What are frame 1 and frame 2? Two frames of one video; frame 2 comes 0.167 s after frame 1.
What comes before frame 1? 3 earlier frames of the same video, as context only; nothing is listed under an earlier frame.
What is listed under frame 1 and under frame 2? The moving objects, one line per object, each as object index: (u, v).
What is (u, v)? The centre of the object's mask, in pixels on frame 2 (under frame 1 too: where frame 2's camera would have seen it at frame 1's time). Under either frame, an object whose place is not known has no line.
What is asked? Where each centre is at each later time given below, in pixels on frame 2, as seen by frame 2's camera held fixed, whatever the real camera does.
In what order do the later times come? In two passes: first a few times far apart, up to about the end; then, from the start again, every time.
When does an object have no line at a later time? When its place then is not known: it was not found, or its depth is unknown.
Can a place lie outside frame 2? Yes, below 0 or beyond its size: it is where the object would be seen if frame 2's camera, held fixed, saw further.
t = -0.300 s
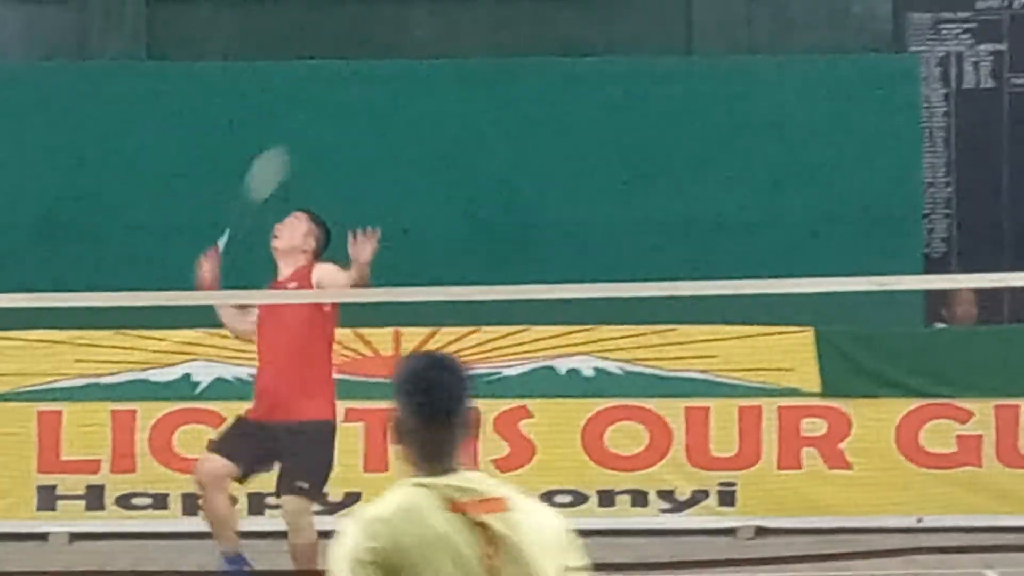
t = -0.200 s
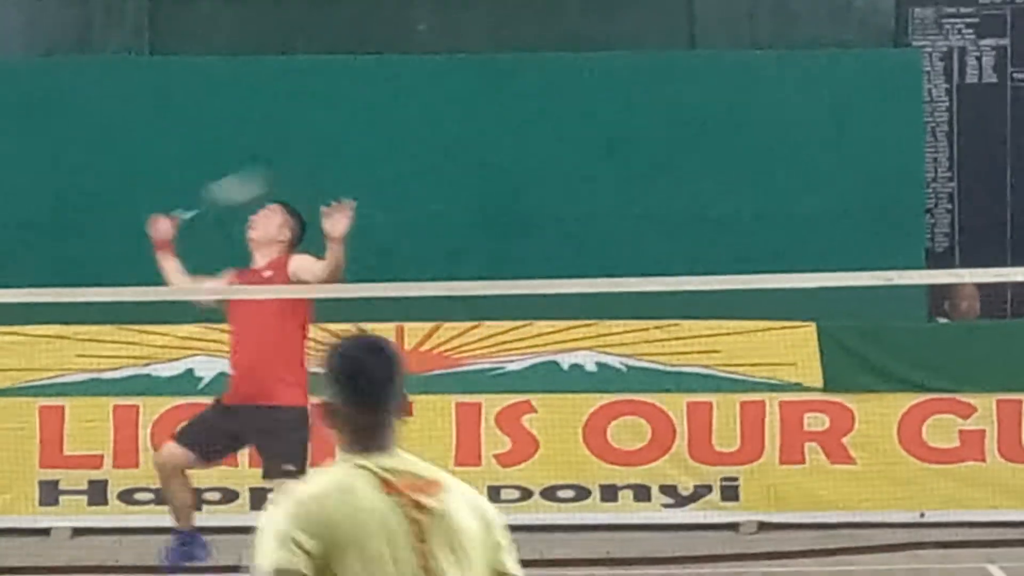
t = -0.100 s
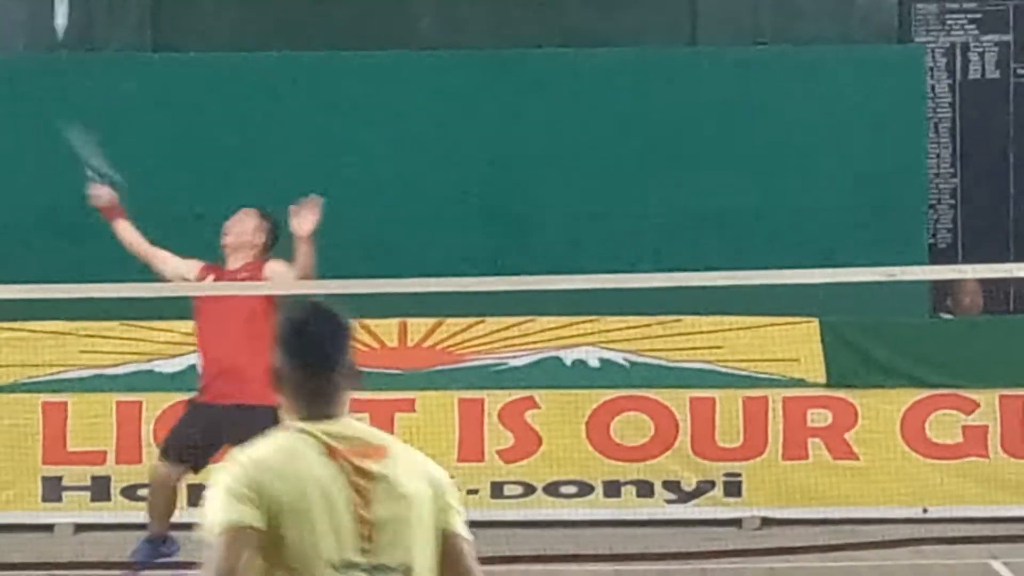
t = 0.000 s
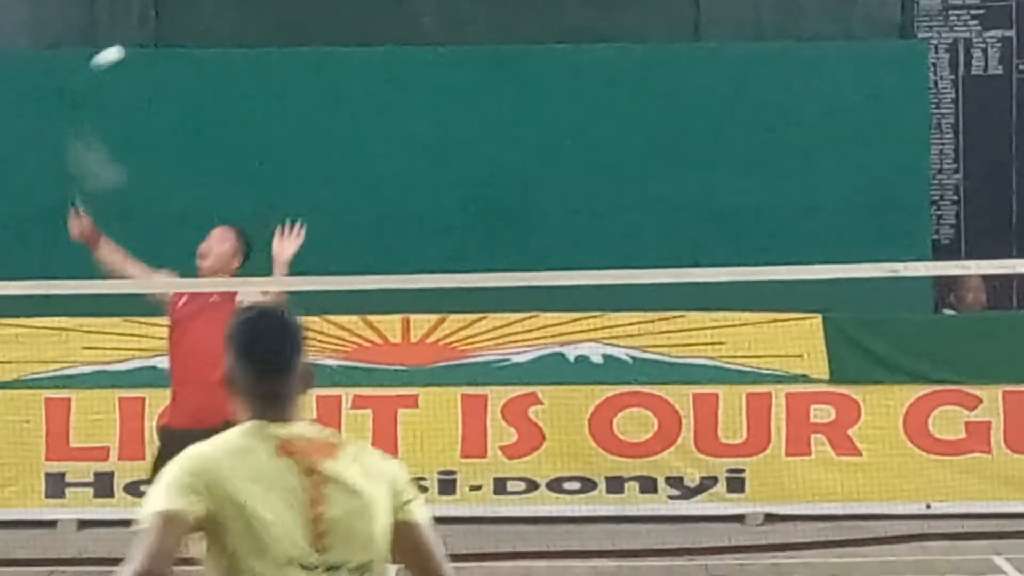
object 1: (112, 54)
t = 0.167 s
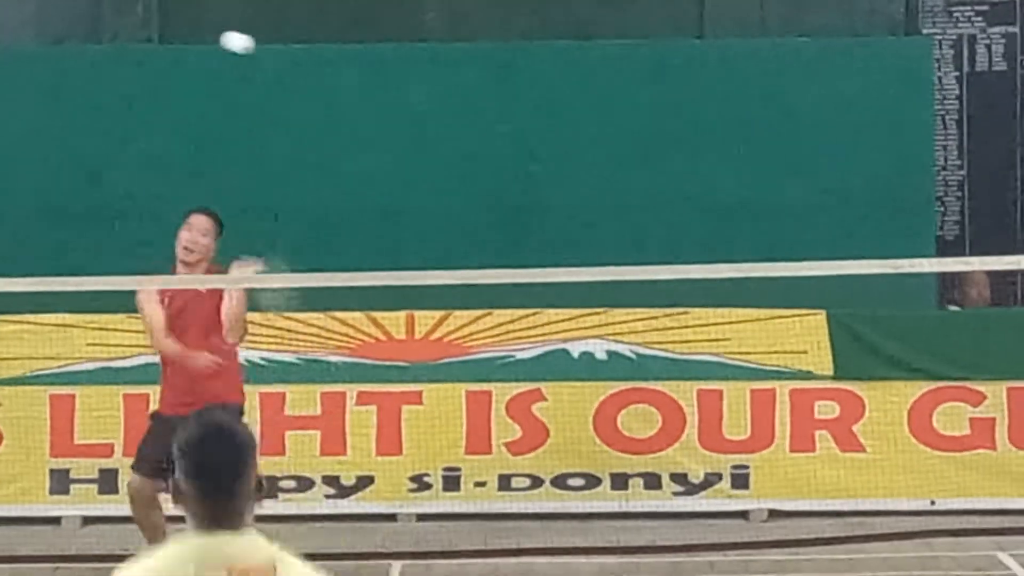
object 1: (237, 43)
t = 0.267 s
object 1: (300, 72)
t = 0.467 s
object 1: (404, 214)
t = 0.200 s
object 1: (259, 49)
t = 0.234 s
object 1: (279, 60)
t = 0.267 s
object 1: (300, 72)
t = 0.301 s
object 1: (318, 88)
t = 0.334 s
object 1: (337, 106)
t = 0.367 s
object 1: (354, 128)
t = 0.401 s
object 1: (372, 154)
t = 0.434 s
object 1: (388, 182)
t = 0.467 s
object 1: (404, 214)
